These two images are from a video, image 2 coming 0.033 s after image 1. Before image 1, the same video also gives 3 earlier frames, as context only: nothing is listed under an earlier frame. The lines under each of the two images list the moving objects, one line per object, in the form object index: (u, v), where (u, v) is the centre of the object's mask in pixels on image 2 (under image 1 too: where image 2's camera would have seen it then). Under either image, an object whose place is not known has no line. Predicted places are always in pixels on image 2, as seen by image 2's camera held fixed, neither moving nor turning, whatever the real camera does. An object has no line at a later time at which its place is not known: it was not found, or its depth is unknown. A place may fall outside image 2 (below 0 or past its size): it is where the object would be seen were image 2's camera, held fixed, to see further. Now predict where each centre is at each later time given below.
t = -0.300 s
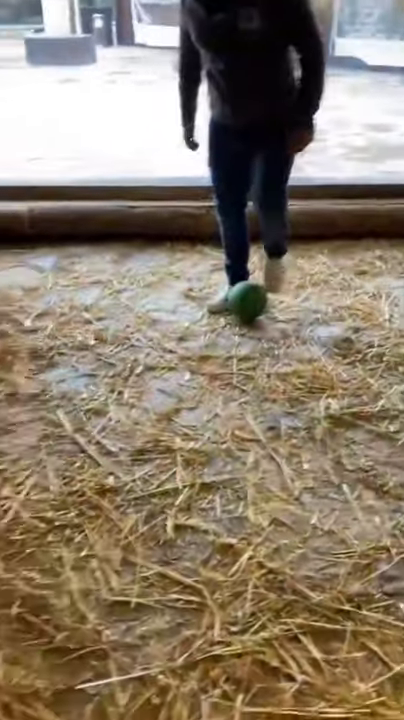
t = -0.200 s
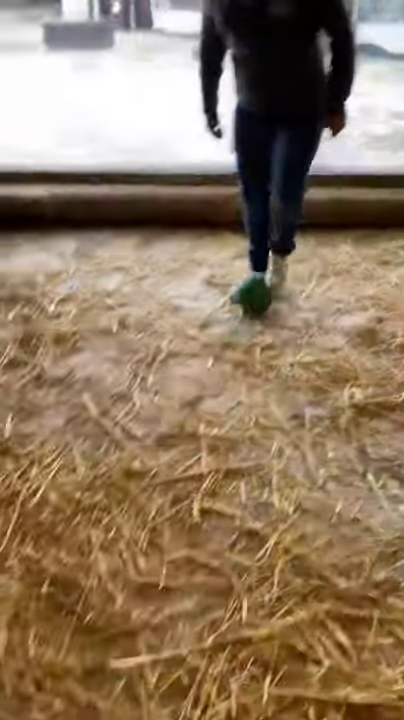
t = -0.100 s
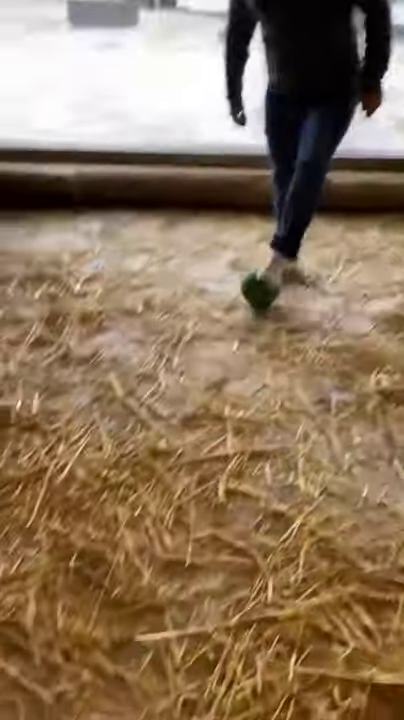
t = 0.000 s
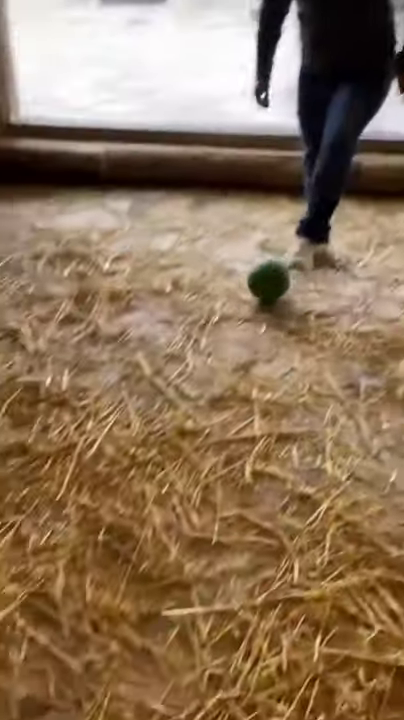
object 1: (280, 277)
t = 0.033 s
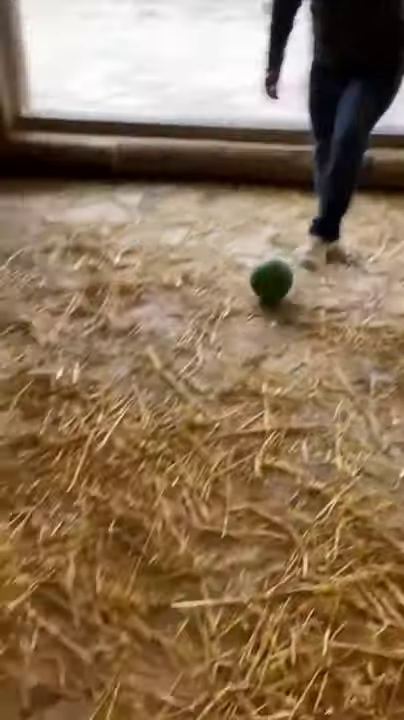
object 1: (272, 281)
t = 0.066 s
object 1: (263, 285)
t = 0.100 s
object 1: (255, 289)
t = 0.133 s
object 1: (246, 291)
